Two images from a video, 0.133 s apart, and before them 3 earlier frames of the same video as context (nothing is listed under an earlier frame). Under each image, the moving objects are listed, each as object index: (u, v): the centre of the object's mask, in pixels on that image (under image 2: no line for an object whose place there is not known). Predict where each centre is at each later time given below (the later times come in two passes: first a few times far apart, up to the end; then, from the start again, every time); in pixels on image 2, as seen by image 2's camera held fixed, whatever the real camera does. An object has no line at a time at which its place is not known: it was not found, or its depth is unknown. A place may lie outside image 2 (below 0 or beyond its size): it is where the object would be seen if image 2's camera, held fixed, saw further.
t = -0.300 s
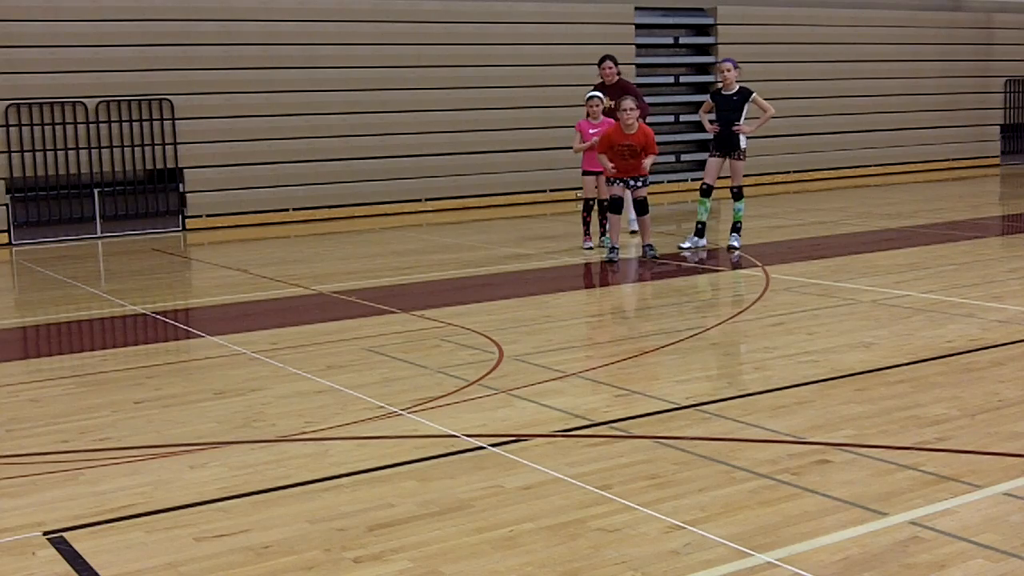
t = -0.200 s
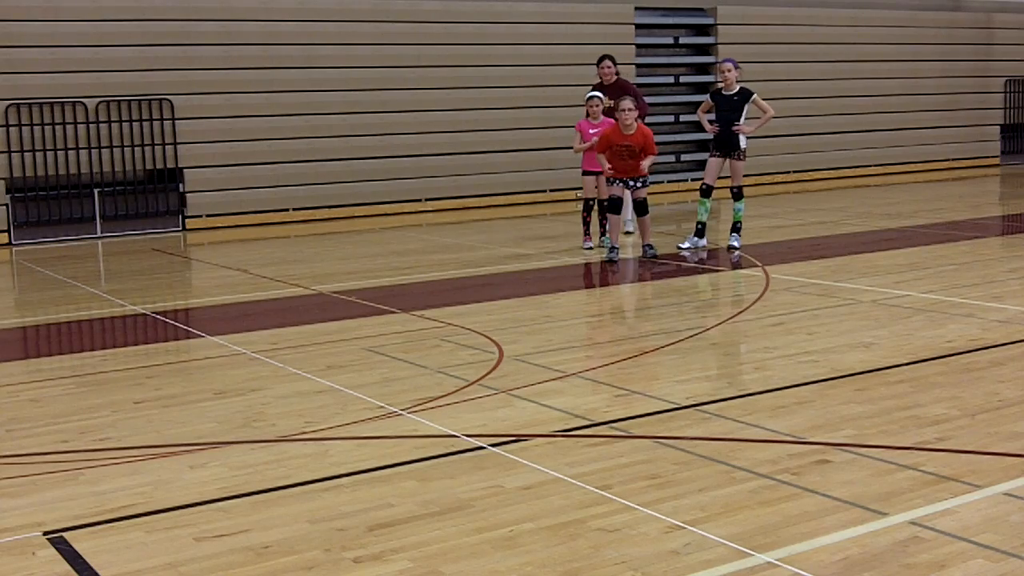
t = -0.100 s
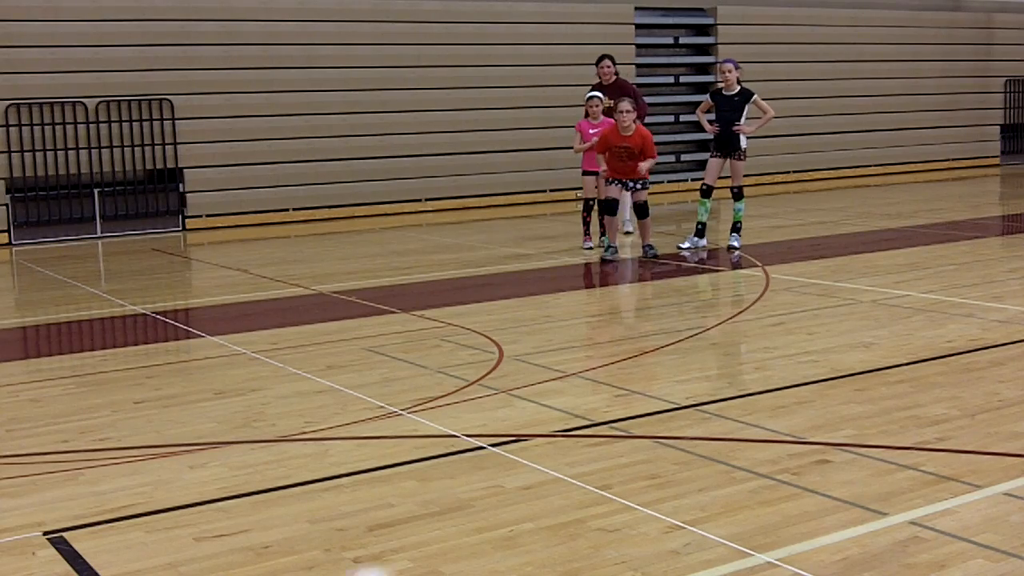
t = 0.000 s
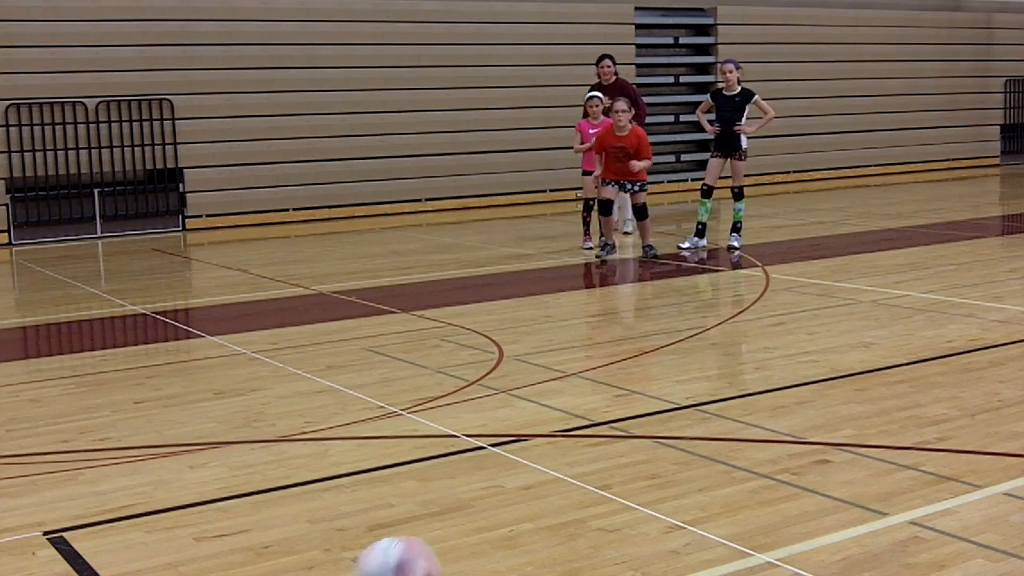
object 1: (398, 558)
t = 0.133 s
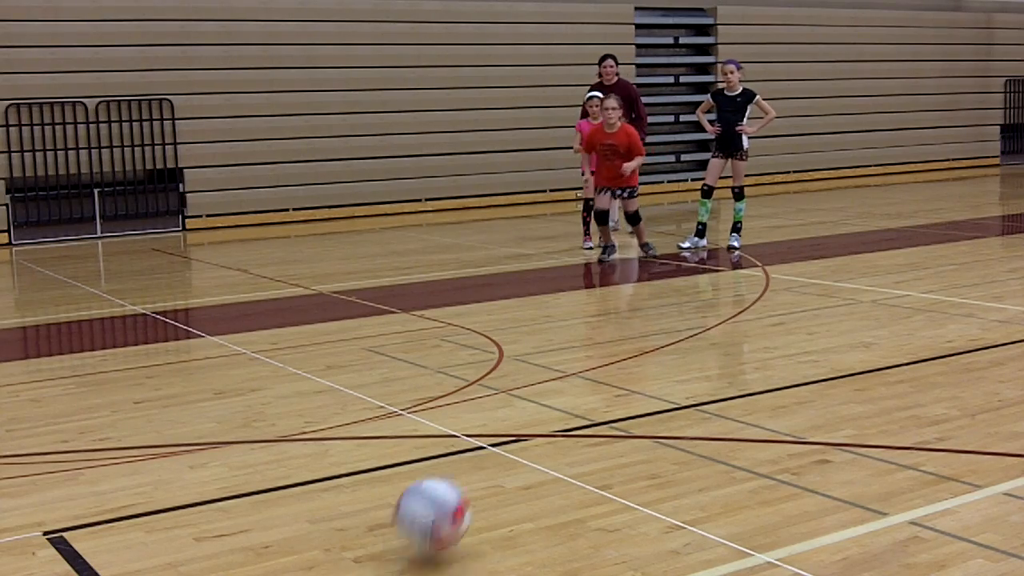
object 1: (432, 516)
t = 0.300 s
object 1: (465, 464)
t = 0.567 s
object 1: (508, 406)
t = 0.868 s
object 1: (539, 362)
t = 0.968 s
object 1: (548, 350)
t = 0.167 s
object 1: (440, 507)
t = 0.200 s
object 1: (446, 503)
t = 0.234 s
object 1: (453, 489)
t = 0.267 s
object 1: (460, 475)
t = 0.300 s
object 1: (465, 464)
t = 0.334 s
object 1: (471, 457)
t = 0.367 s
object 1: (478, 452)
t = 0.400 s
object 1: (484, 444)
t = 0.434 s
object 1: (489, 434)
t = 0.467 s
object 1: (494, 426)
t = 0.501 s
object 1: (499, 421)
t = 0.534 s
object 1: (503, 416)
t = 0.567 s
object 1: (508, 406)
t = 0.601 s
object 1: (511, 399)
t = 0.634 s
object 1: (515, 396)
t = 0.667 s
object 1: (519, 391)
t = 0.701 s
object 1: (522, 385)
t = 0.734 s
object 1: (526, 381)
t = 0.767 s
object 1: (529, 376)
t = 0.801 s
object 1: (532, 370)
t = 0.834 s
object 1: (536, 366)
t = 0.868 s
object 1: (539, 362)
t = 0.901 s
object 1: (542, 358)
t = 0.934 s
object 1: (545, 354)
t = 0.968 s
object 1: (548, 350)
